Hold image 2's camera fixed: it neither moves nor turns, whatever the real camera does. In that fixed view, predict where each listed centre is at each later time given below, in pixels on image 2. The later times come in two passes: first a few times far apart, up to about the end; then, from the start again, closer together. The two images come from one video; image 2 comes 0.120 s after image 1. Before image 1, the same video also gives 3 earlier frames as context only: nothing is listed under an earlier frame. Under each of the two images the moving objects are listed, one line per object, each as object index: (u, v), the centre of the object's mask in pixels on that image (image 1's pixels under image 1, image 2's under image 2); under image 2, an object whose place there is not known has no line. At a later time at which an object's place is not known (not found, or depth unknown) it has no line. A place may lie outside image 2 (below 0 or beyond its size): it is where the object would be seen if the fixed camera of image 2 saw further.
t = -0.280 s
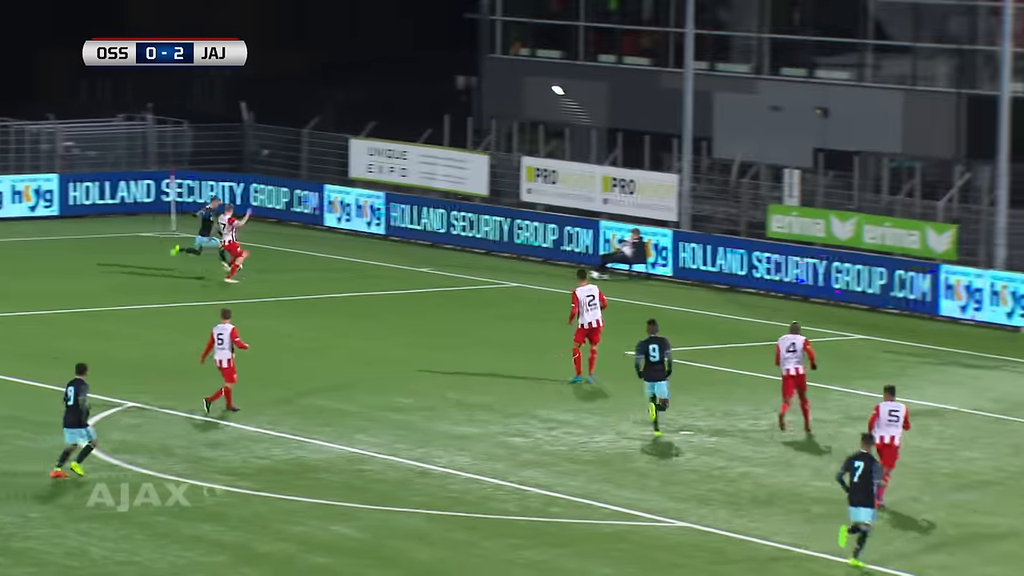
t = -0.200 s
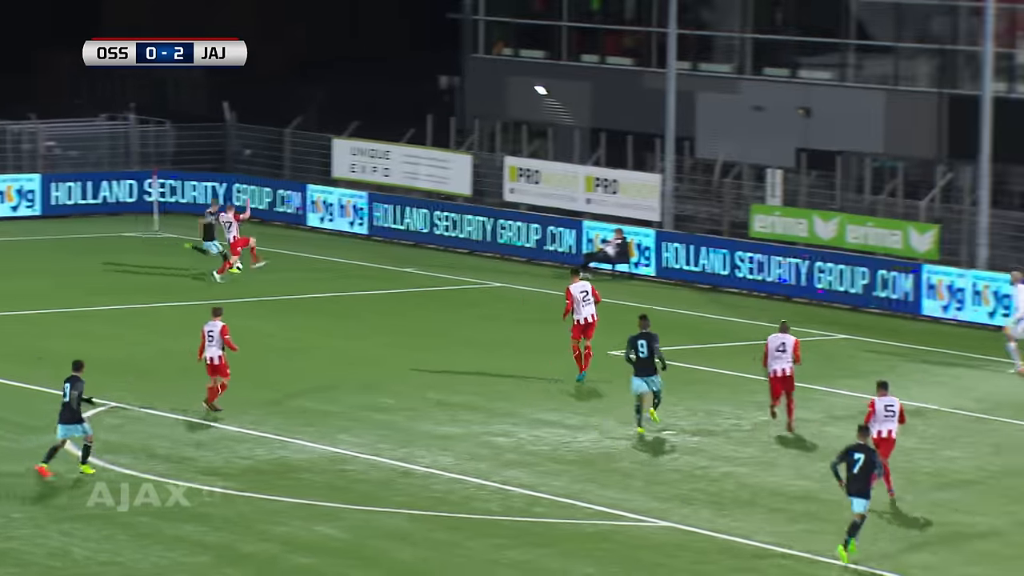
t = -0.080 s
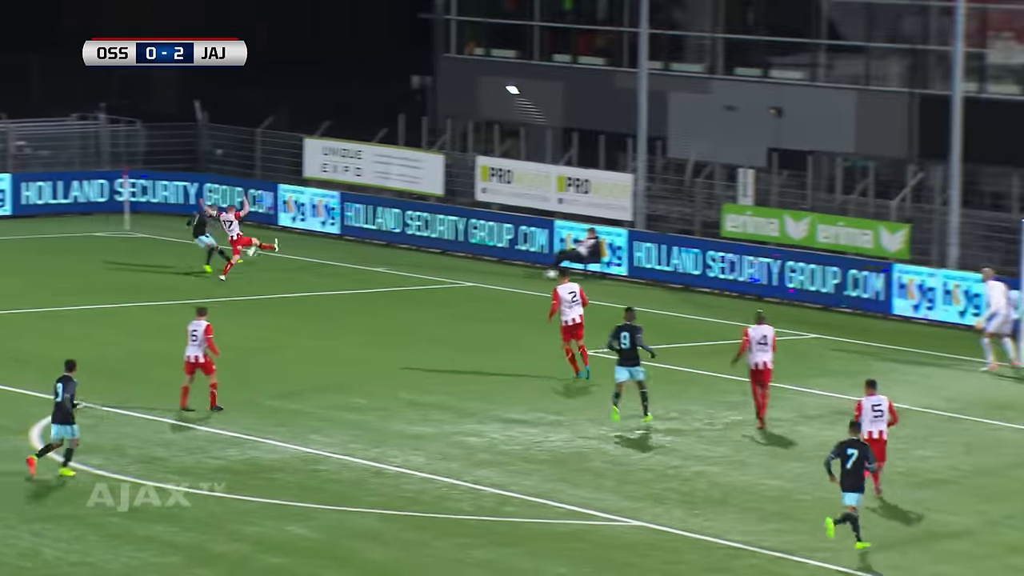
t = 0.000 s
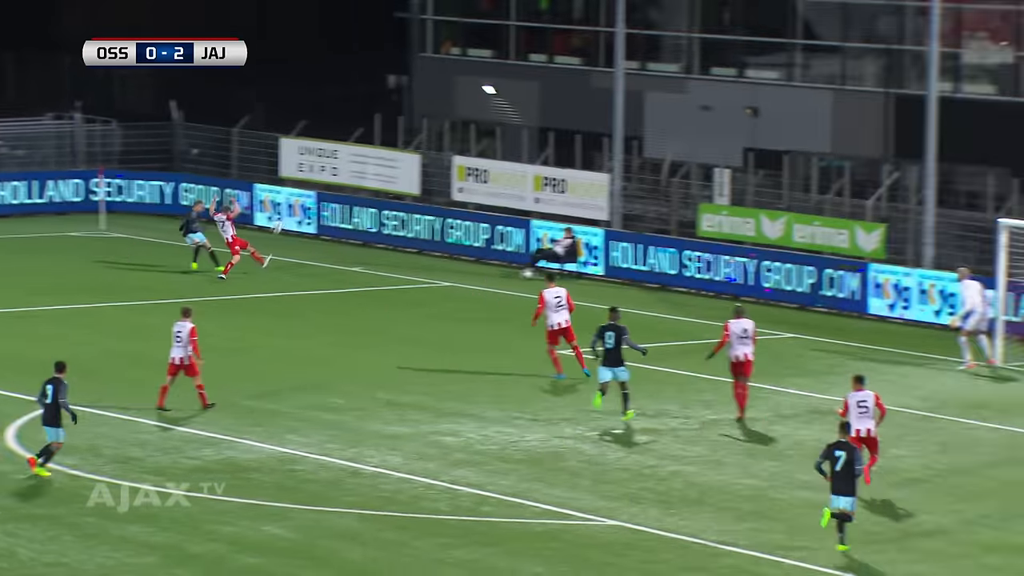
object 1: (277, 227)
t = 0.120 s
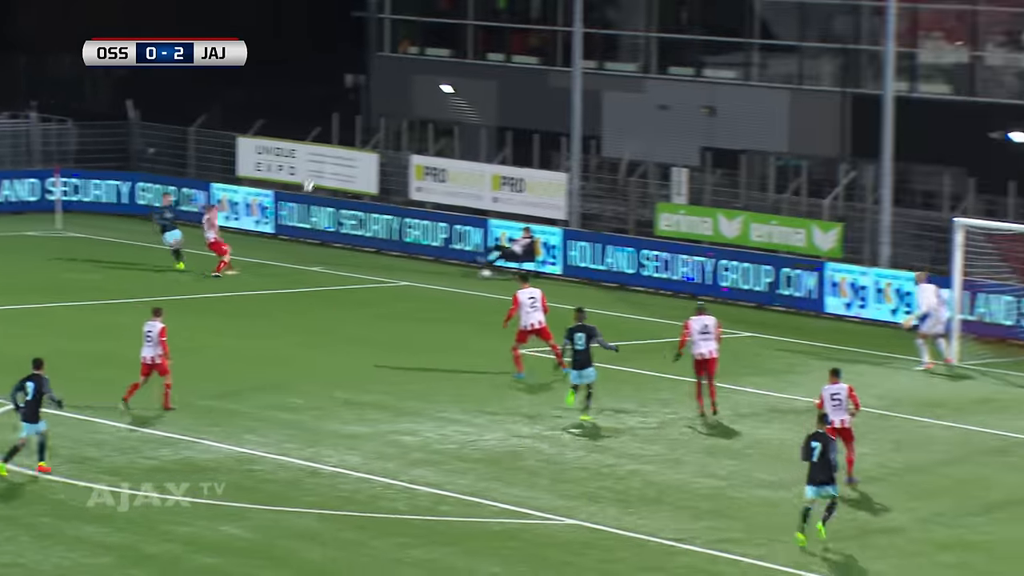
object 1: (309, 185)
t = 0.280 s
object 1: (402, 144)
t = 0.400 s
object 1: (470, 119)
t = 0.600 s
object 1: (579, 93)
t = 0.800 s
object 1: (683, 87)
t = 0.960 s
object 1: (765, 97)
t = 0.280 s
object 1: (402, 144)
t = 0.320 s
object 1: (425, 135)
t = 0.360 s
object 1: (447, 127)
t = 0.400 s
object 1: (470, 119)
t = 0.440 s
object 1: (492, 113)
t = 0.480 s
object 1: (514, 107)
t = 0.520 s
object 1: (535, 102)
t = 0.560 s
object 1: (556, 97)
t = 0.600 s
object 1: (579, 93)
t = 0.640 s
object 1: (599, 90)
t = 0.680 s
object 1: (620, 88)
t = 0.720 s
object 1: (641, 87)
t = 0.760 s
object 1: (662, 87)
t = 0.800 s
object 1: (683, 87)
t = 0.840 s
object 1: (704, 88)
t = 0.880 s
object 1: (725, 90)
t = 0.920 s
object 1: (745, 93)
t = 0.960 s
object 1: (765, 97)
